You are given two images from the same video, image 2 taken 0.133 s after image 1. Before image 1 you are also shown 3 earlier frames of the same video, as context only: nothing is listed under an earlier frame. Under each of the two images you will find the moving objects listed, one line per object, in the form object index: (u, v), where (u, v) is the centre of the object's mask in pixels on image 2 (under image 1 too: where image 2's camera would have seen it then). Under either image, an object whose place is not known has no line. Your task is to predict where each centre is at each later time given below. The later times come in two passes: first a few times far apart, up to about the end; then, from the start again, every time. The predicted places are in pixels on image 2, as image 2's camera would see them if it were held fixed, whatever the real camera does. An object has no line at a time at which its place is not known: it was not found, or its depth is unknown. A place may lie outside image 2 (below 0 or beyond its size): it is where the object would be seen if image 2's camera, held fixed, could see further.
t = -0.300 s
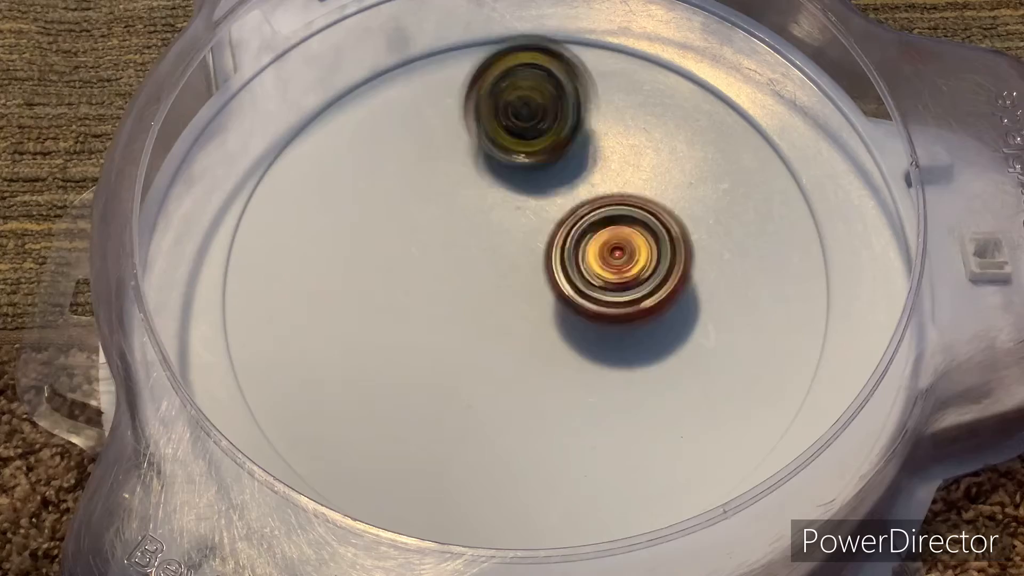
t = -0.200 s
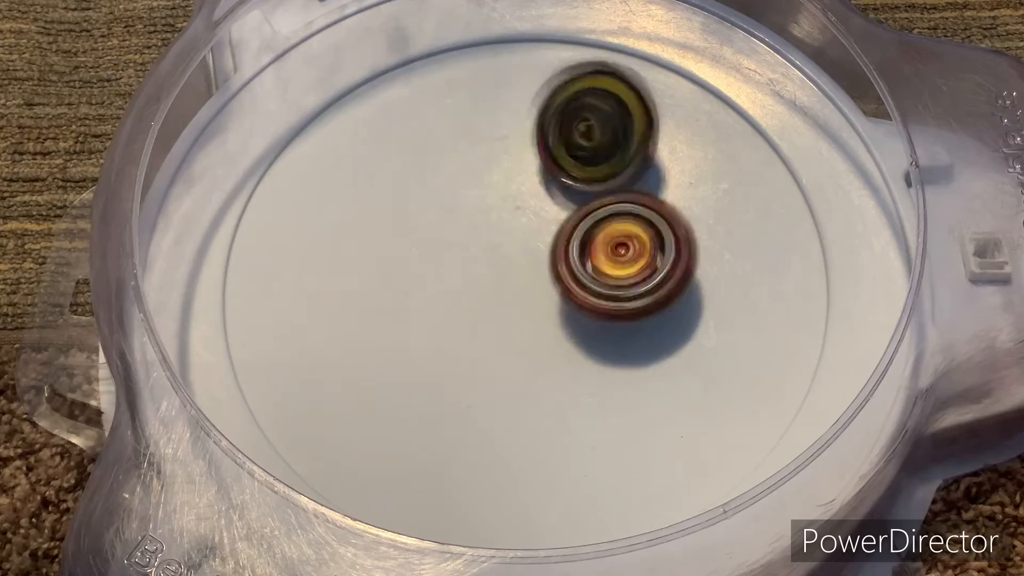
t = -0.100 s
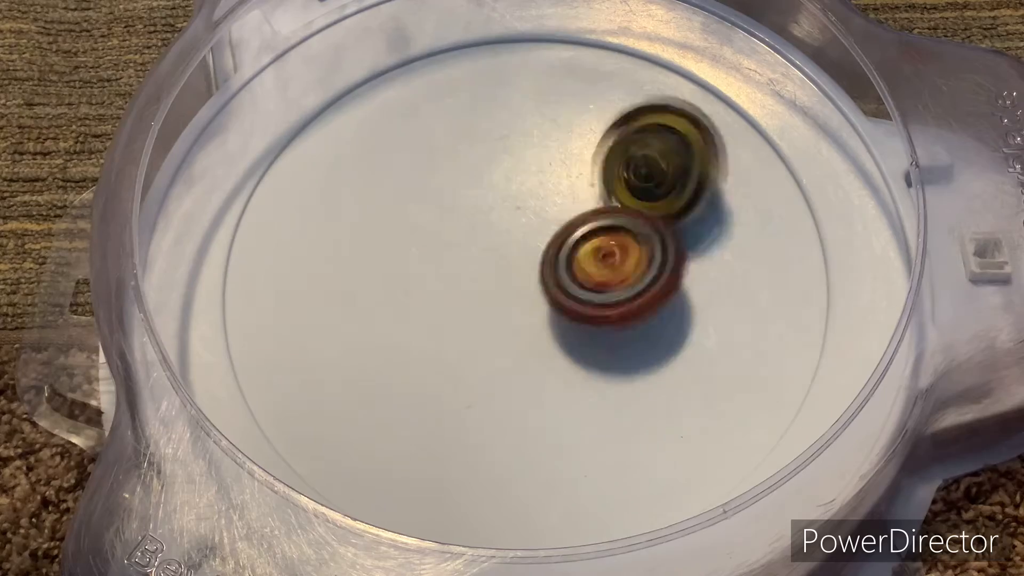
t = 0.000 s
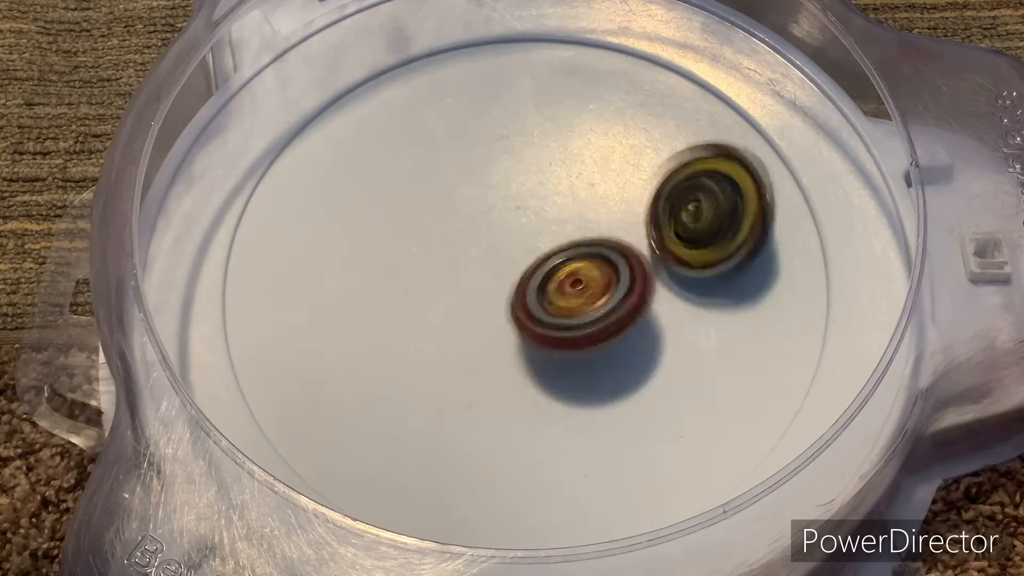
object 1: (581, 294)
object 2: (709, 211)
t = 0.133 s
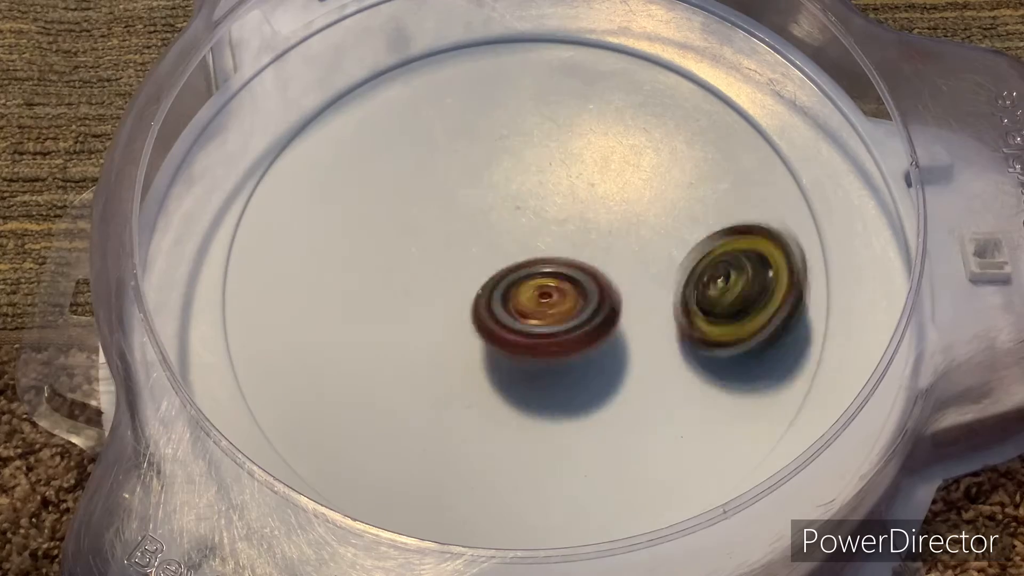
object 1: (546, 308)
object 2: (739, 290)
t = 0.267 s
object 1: (507, 306)
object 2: (718, 372)
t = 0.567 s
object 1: (465, 251)
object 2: (502, 449)
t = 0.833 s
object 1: (510, 213)
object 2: (337, 343)
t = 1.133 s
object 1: (568, 249)
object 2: (388, 189)
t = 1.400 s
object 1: (547, 306)
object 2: (557, 127)
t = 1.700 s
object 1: (473, 309)
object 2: (680, 200)
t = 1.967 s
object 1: (462, 259)
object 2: (650, 371)
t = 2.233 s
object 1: (518, 236)
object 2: (534, 462)
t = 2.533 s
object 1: (569, 278)
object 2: (417, 336)
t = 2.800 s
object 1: (540, 325)
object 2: (406, 187)
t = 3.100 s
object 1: (477, 307)
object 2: (502, 177)
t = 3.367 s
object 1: (469, 255)
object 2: (622, 271)
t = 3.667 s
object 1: (505, 235)
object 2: (592, 371)
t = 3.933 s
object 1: (560, 252)
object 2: (479, 360)
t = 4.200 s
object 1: (584, 279)
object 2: (417, 299)
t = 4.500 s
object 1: (548, 332)
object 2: (469, 229)
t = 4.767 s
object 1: (522, 339)
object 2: (481, 230)
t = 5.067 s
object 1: (505, 332)
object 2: (472, 232)
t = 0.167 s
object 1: (536, 310)
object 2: (739, 308)
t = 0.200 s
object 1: (527, 310)
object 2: (737, 332)
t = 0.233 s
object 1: (516, 308)
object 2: (729, 351)
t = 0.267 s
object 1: (507, 306)
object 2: (718, 372)
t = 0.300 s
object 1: (498, 302)
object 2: (704, 387)
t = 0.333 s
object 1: (491, 298)
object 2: (688, 402)
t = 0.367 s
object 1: (484, 292)
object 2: (664, 415)
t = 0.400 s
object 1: (477, 287)
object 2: (642, 426)
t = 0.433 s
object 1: (473, 280)
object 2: (612, 438)
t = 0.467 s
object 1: (468, 273)
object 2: (586, 444)
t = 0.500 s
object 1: (466, 266)
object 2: (558, 452)
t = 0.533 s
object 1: (465, 258)
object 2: (529, 447)
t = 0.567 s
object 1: (465, 251)
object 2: (502, 449)
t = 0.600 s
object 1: (468, 243)
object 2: (473, 440)
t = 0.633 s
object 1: (470, 236)
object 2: (448, 434)
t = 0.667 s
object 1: (475, 231)
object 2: (423, 417)
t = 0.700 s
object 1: (480, 225)
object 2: (397, 408)
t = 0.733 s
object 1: (487, 221)
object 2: (379, 397)
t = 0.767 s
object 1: (494, 217)
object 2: (361, 382)
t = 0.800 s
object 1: (502, 215)
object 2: (347, 364)
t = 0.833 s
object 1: (510, 213)
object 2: (337, 343)
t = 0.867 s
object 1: (518, 214)
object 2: (329, 328)
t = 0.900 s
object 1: (527, 214)
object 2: (326, 306)
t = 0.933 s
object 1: (533, 216)
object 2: (325, 287)
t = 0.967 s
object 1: (542, 219)
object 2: (329, 270)
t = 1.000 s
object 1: (549, 222)
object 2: (334, 250)
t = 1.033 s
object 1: (555, 229)
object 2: (344, 234)
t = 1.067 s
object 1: (561, 234)
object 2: (356, 219)
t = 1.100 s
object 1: (565, 242)
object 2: (371, 203)
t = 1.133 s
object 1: (568, 249)
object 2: (388, 189)
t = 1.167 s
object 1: (568, 257)
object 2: (406, 177)
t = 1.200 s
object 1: (570, 265)
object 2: (427, 166)
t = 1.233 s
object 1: (569, 271)
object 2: (448, 155)
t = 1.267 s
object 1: (567, 279)
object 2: (471, 148)
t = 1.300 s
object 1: (565, 286)
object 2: (493, 140)
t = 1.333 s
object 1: (559, 295)
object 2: (516, 134)
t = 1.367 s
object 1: (554, 301)
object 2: (537, 129)
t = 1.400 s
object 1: (547, 306)
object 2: (557, 127)
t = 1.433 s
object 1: (539, 311)
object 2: (577, 125)
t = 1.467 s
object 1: (530, 314)
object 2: (596, 124)
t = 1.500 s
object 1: (523, 317)
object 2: (615, 128)
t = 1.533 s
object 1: (515, 318)
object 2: (629, 134)
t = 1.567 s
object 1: (506, 320)
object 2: (642, 141)
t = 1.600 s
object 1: (498, 319)
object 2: (656, 151)
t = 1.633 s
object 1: (489, 317)
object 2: (666, 164)
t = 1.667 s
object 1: (482, 314)
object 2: (675, 181)
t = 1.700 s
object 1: (473, 309)
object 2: (680, 200)
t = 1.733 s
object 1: (467, 305)
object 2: (685, 219)
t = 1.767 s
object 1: (462, 299)
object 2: (687, 238)
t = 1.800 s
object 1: (458, 293)
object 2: (685, 260)
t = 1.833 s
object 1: (457, 285)
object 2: (681, 280)
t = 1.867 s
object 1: (455, 280)
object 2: (677, 305)
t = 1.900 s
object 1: (457, 272)
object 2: (669, 329)
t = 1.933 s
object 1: (458, 266)
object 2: (661, 351)
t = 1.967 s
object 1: (462, 259)
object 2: (650, 371)
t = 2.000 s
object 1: (465, 253)
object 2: (635, 390)
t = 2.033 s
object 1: (471, 248)
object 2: (624, 411)
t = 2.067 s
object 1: (478, 243)
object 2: (610, 425)
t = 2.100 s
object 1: (485, 240)
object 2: (596, 439)
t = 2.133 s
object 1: (493, 237)
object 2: (583, 449)
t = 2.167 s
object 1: (501, 236)
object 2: (569, 452)
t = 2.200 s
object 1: (510, 236)
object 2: (553, 458)
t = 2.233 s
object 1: (518, 236)
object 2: (534, 462)
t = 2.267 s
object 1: (527, 237)
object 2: (519, 460)
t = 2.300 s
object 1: (534, 240)
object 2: (502, 449)
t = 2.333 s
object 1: (543, 244)
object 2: (486, 440)
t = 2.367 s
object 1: (549, 247)
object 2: (469, 432)
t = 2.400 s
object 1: (556, 253)
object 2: (454, 419)
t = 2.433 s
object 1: (561, 257)
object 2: (444, 399)
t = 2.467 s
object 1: (565, 265)
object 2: (432, 380)
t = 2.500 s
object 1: (568, 271)
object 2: (423, 359)
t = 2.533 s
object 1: (569, 278)
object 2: (417, 336)
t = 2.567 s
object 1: (570, 285)
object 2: (411, 313)
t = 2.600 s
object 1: (569, 293)
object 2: (407, 292)
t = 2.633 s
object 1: (567, 300)
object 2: (404, 270)
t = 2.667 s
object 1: (562, 306)
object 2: (399, 249)
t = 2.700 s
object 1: (558, 313)
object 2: (400, 230)
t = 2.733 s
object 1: (552, 317)
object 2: (399, 214)
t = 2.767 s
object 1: (547, 322)
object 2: (401, 199)
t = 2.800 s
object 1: (540, 325)
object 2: (406, 187)
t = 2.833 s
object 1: (533, 328)
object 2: (411, 176)
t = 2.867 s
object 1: (525, 329)
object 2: (417, 169)
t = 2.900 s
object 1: (516, 329)
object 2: (425, 164)
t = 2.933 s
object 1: (509, 328)
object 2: (434, 158)
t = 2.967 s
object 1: (501, 326)
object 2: (445, 157)
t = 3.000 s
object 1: (494, 323)
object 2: (456, 160)
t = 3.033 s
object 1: (487, 318)
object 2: (470, 163)
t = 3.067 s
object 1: (482, 313)
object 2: (485, 169)
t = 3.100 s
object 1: (477, 307)
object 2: (502, 177)
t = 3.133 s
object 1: (475, 301)
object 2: (520, 185)
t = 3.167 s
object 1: (473, 294)
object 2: (538, 195)
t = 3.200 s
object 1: (473, 288)
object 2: (556, 206)
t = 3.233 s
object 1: (474, 279)
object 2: (574, 221)
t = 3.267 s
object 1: (474, 273)
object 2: (592, 234)
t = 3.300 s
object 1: (470, 266)
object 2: (608, 245)
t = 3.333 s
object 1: (468, 260)
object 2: (620, 257)
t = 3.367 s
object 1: (469, 255)
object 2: (622, 271)
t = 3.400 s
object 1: (468, 251)
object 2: (625, 286)
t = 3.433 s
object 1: (470, 246)
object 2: (626, 298)
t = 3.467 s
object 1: (472, 243)
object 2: (626, 311)
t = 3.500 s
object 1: (477, 239)
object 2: (623, 325)
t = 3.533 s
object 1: (481, 237)
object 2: (620, 337)
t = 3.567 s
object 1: (487, 234)
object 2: (616, 349)
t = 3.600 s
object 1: (492, 234)
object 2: (611, 356)
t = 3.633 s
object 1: (499, 233)
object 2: (602, 364)
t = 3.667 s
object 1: (505, 235)
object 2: (592, 371)
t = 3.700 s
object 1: (512, 235)
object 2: (582, 376)
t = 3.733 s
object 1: (518, 238)
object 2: (568, 380)
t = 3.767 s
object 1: (525, 241)
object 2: (558, 379)
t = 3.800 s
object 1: (530, 246)
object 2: (544, 376)
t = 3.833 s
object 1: (535, 249)
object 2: (531, 373)
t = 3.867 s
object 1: (540, 254)
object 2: (517, 368)
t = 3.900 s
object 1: (549, 251)
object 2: (497, 365)
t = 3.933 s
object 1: (560, 252)
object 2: (479, 360)
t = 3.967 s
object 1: (567, 254)
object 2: (463, 351)
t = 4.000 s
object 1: (570, 257)
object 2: (449, 342)
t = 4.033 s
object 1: (573, 258)
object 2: (436, 335)
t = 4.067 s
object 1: (578, 261)
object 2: (429, 325)
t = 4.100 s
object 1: (581, 265)
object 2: (420, 319)
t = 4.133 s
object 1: (583, 271)
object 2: (418, 312)
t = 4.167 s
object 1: (583, 275)
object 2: (416, 306)
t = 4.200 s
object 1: (584, 279)
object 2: (417, 299)
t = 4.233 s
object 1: (582, 284)
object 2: (420, 291)
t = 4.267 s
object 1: (580, 288)
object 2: (424, 286)
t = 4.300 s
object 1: (575, 292)
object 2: (430, 283)
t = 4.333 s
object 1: (571, 295)
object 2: (435, 278)
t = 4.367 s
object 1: (566, 299)
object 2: (440, 272)
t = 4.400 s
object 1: (561, 303)
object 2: (448, 266)
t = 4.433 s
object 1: (557, 310)
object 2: (452, 254)
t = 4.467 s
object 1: (554, 320)
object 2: (459, 240)
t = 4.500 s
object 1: (548, 332)
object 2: (469, 229)
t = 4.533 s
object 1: (542, 339)
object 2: (474, 221)
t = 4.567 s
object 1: (539, 341)
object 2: (477, 215)
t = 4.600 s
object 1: (536, 342)
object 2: (478, 214)
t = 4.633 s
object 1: (536, 341)
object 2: (479, 214)
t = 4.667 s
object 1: (534, 342)
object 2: (480, 219)
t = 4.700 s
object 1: (530, 342)
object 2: (481, 225)
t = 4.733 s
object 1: (527, 340)
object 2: (482, 230)
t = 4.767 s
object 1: (522, 339)
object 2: (481, 230)
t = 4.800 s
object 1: (517, 337)
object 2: (482, 230)
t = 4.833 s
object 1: (510, 334)
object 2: (483, 229)
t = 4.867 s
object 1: (505, 336)
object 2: (479, 229)
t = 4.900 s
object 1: (503, 334)
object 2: (474, 232)
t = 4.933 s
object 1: (503, 333)
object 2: (472, 231)
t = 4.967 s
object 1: (502, 333)
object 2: (472, 231)
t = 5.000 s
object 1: (503, 336)
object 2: (473, 233)
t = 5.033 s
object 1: (502, 336)
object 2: (473, 233)
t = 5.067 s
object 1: (505, 332)
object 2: (472, 232)
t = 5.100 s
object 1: (504, 338)
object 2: (476, 230)
